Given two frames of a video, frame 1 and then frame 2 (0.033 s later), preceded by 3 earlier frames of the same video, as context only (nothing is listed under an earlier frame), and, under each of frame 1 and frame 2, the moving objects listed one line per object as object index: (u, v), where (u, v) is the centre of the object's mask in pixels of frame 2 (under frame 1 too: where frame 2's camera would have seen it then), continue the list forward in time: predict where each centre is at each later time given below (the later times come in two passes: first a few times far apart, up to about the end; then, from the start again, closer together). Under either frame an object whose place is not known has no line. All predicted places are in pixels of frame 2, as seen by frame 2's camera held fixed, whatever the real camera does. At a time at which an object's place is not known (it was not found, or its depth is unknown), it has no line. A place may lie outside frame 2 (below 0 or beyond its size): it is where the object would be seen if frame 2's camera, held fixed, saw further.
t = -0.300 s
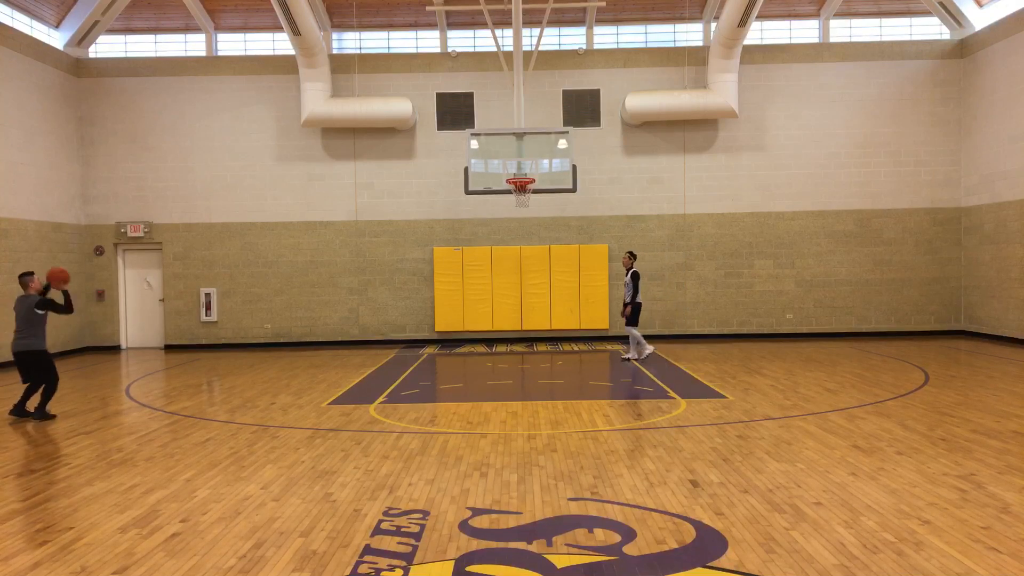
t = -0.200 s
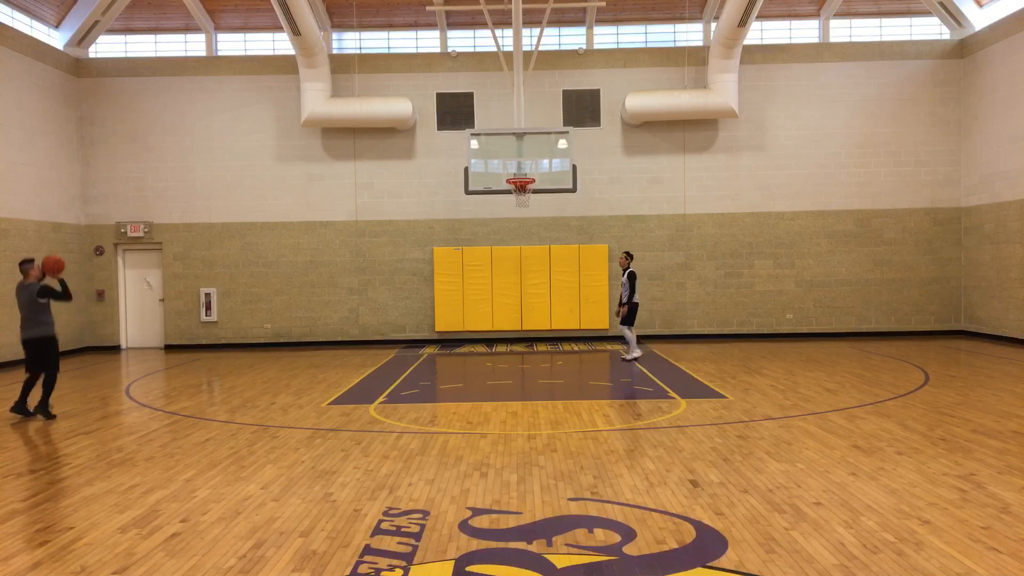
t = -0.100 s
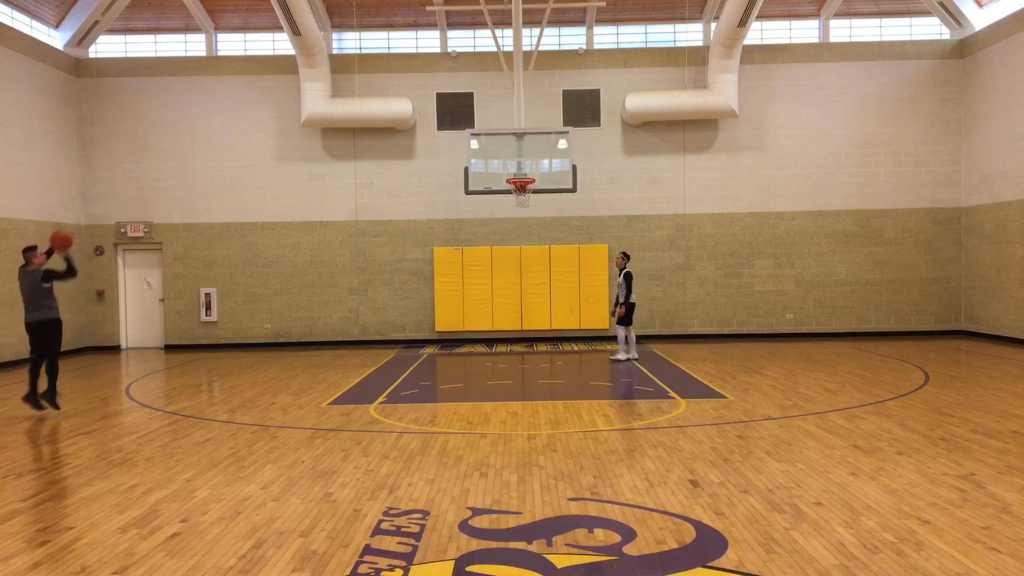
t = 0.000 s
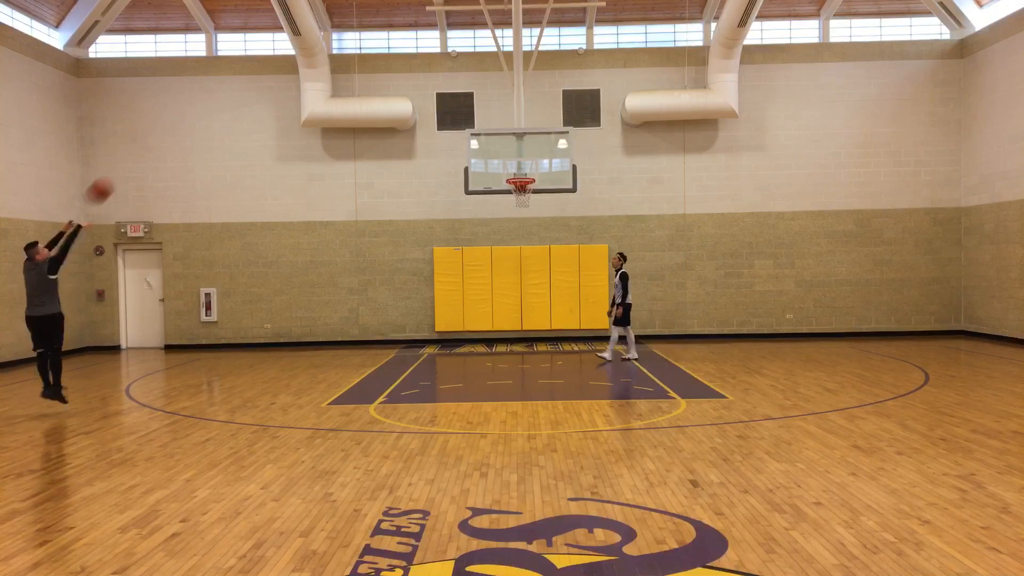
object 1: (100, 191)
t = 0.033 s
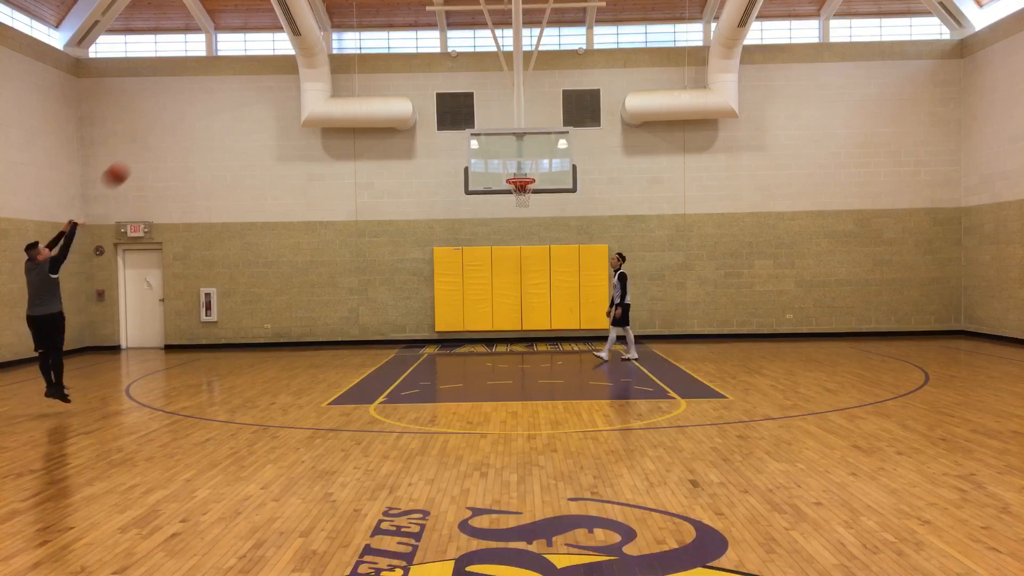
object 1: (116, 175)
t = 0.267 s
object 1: (220, 95)
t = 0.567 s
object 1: (334, 63)
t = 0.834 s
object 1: (418, 89)
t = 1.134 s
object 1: (502, 163)
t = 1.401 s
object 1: (483, 141)
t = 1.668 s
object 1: (448, 141)
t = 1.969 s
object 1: (407, 203)
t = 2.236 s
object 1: (367, 322)
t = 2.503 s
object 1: (335, 333)
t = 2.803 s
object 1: (307, 264)
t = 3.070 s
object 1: (282, 265)
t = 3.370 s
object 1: (253, 345)
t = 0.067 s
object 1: (132, 160)
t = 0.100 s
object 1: (147, 146)
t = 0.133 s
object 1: (162, 134)
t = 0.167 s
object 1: (177, 123)
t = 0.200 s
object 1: (192, 112)
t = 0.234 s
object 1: (206, 103)
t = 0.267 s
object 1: (220, 95)
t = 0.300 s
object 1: (234, 88)
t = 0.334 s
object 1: (247, 82)
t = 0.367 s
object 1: (261, 77)
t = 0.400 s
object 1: (273, 73)
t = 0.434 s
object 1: (285, 69)
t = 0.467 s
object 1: (297, 67)
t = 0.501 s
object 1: (309, 65)
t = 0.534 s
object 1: (321, 64)
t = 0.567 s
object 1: (334, 63)
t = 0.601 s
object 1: (344, 66)
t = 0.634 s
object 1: (356, 66)
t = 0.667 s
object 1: (366, 68)
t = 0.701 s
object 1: (376, 71)
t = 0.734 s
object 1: (387, 75)
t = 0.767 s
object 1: (398, 79)
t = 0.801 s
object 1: (408, 84)
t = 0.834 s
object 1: (418, 89)
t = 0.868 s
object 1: (428, 95)
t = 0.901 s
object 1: (438, 102)
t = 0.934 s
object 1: (449, 109)
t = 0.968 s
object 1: (458, 117)
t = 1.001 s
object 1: (466, 124)
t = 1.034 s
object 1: (475, 134)
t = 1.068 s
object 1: (484, 143)
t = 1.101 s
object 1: (493, 153)
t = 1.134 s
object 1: (502, 163)
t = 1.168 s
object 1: (509, 174)
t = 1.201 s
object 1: (507, 169)
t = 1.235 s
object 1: (503, 162)
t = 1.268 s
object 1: (499, 157)
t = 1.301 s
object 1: (495, 152)
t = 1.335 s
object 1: (491, 148)
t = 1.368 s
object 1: (487, 144)
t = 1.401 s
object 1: (483, 141)
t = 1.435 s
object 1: (479, 139)
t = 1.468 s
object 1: (475, 137)
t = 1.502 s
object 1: (470, 136)
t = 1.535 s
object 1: (466, 136)
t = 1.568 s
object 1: (462, 136)
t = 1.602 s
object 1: (458, 137)
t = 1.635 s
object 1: (453, 139)
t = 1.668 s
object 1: (448, 141)
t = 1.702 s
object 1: (444, 145)
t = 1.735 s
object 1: (439, 149)
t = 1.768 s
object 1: (435, 154)
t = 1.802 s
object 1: (430, 160)
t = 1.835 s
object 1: (426, 167)
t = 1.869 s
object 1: (421, 175)
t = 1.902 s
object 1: (416, 183)
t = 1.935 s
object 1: (412, 193)
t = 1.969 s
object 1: (407, 203)
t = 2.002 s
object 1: (402, 214)
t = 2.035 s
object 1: (397, 227)
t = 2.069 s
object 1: (392, 240)
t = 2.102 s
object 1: (387, 255)
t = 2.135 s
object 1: (382, 270)
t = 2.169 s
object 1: (377, 287)
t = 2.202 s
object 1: (372, 304)
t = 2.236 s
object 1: (367, 322)
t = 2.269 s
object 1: (361, 343)
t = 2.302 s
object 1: (356, 365)
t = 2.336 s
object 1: (350, 386)
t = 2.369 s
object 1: (346, 383)
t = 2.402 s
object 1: (344, 370)
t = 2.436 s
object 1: (341, 357)
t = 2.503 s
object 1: (335, 333)
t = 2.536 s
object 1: (332, 322)
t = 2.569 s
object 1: (329, 311)
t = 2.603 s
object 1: (326, 302)
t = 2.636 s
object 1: (323, 294)
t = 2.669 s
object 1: (320, 286)
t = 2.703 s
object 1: (317, 279)
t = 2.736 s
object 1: (313, 274)
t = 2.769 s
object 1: (310, 268)
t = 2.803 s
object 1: (307, 264)
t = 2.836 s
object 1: (304, 261)
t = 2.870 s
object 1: (301, 259)
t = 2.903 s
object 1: (298, 257)
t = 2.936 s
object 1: (294, 257)
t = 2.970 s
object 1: (291, 257)
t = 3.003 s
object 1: (288, 259)
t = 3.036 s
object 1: (285, 261)
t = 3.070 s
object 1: (282, 265)
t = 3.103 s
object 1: (279, 269)
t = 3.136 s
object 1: (275, 275)
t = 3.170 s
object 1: (272, 282)
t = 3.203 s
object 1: (269, 289)
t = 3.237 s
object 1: (266, 298)
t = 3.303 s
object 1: (260, 319)
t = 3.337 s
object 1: (257, 331)
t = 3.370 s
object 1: (253, 345)
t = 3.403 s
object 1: (250, 360)
